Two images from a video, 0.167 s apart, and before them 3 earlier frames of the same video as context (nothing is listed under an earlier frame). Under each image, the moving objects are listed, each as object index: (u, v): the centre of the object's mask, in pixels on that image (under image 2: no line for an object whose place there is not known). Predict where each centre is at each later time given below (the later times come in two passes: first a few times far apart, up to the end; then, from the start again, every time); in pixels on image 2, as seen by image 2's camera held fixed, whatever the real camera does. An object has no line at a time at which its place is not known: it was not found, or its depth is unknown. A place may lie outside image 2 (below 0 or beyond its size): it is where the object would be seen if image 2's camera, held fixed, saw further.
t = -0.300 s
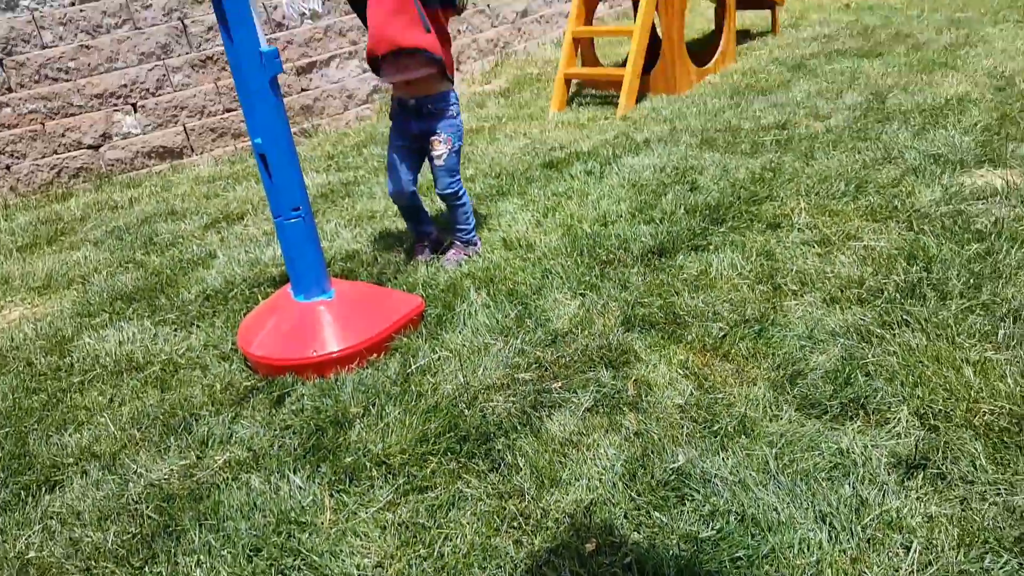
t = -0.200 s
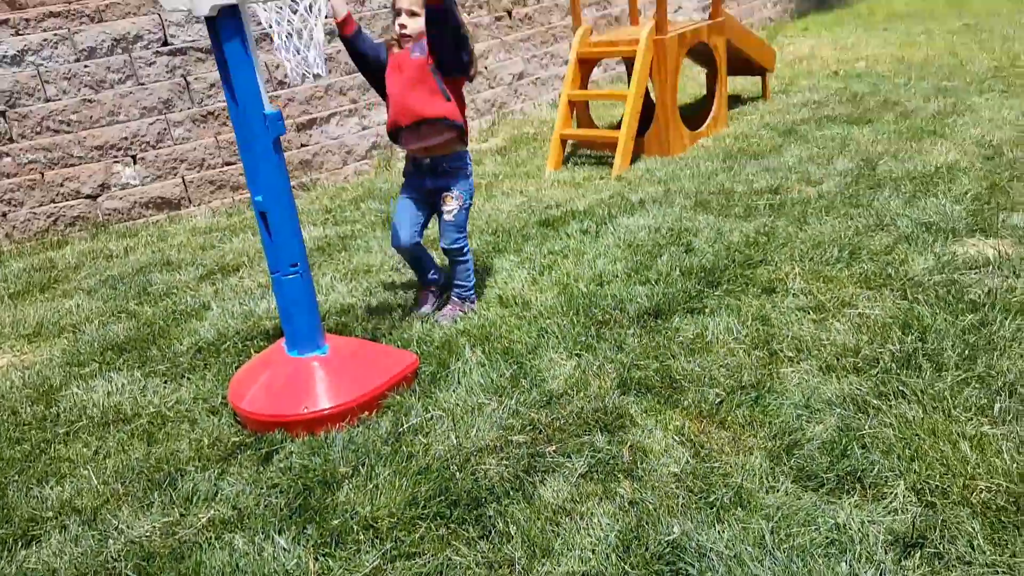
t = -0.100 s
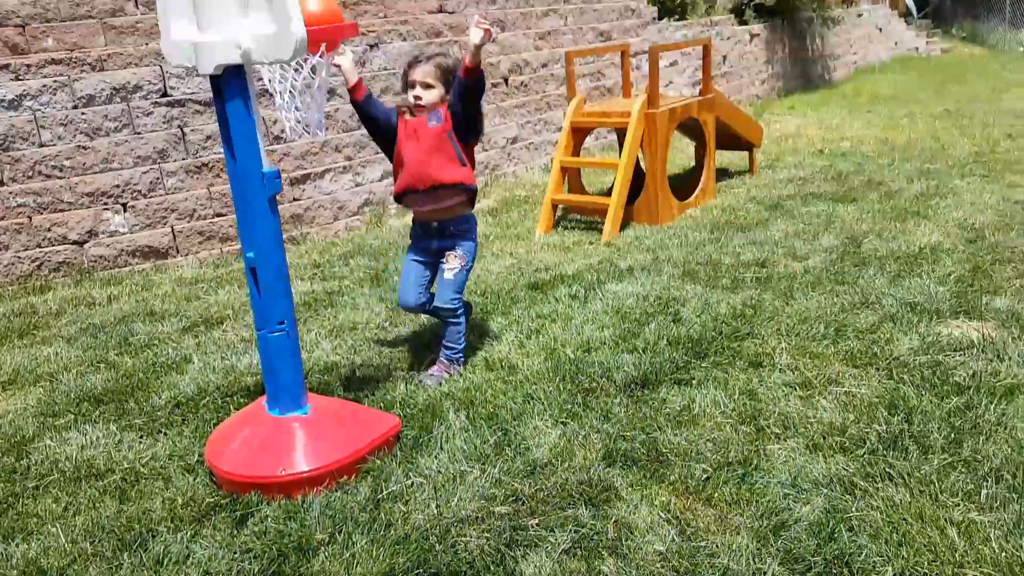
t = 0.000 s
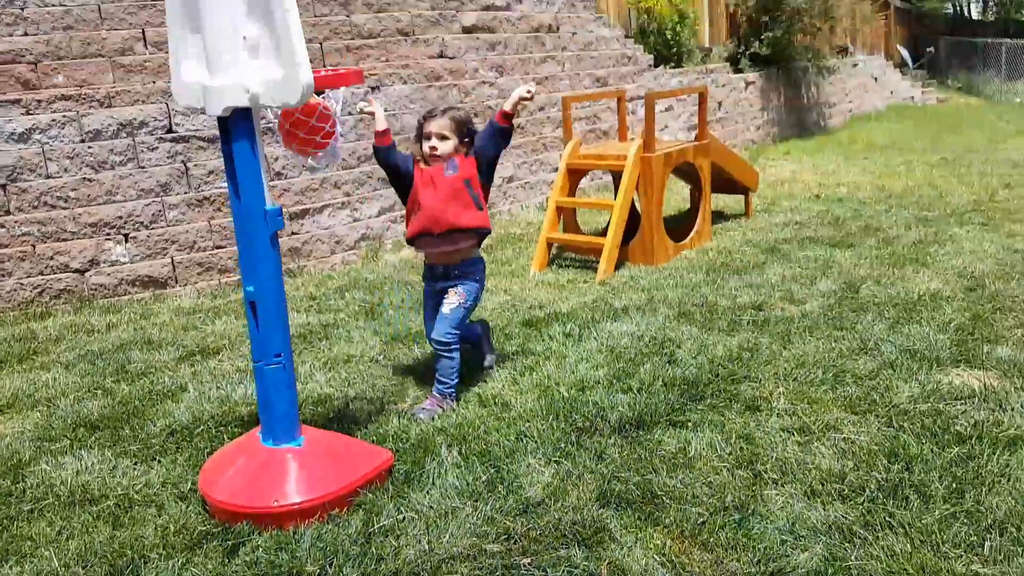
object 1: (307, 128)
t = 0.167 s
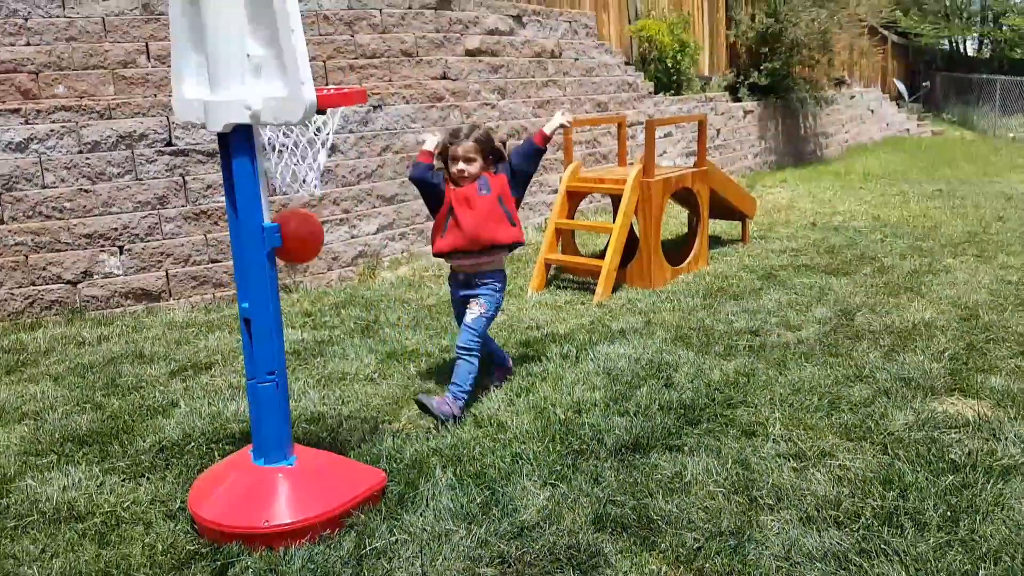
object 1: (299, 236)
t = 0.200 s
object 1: (301, 261)
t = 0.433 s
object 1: (328, 432)
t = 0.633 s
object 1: (337, 414)
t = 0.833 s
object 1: (353, 409)
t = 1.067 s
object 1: (381, 402)
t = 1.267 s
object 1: (406, 405)
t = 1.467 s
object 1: (430, 409)
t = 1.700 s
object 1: (430, 409)
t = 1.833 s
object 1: (429, 408)
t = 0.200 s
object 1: (301, 261)
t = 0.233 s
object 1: (305, 290)
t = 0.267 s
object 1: (309, 322)
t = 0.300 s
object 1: (313, 358)
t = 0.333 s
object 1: (319, 397)
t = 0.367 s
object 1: (326, 434)
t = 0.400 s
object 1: (331, 441)
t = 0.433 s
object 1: (328, 432)
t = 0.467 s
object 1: (329, 422)
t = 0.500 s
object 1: (331, 414)
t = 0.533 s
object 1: (332, 408)
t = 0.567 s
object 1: (333, 407)
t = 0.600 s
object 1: (334, 408)
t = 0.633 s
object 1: (337, 414)
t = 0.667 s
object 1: (341, 415)
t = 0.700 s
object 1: (342, 411)
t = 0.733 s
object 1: (344, 408)
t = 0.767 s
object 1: (347, 407)
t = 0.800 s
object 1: (350, 407)
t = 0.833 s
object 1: (353, 409)
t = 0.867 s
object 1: (355, 409)
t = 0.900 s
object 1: (358, 407)
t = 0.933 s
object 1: (362, 407)
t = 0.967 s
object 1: (367, 405)
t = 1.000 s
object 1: (372, 404)
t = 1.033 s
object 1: (377, 403)
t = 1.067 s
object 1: (381, 402)
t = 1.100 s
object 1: (384, 402)
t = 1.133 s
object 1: (389, 402)
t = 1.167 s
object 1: (392, 402)
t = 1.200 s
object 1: (397, 403)
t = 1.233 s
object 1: (402, 404)
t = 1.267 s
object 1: (406, 405)
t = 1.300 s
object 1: (411, 406)
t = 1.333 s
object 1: (416, 406)
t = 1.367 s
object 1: (419, 406)
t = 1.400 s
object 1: (423, 407)
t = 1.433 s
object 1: (427, 408)
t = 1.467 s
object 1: (430, 409)
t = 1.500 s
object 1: (432, 408)
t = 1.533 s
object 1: (432, 408)
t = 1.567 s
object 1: (432, 409)
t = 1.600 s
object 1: (432, 409)
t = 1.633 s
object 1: (432, 409)
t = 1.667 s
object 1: (432, 409)
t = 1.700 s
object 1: (430, 409)
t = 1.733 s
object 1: (430, 409)
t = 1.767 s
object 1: (430, 409)
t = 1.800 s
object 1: (430, 408)
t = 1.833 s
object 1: (429, 408)
